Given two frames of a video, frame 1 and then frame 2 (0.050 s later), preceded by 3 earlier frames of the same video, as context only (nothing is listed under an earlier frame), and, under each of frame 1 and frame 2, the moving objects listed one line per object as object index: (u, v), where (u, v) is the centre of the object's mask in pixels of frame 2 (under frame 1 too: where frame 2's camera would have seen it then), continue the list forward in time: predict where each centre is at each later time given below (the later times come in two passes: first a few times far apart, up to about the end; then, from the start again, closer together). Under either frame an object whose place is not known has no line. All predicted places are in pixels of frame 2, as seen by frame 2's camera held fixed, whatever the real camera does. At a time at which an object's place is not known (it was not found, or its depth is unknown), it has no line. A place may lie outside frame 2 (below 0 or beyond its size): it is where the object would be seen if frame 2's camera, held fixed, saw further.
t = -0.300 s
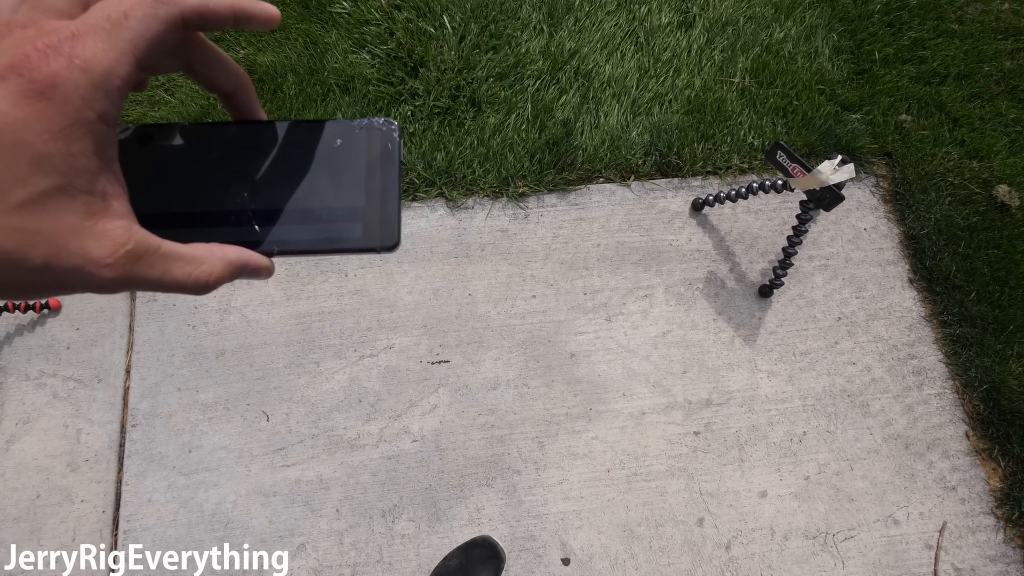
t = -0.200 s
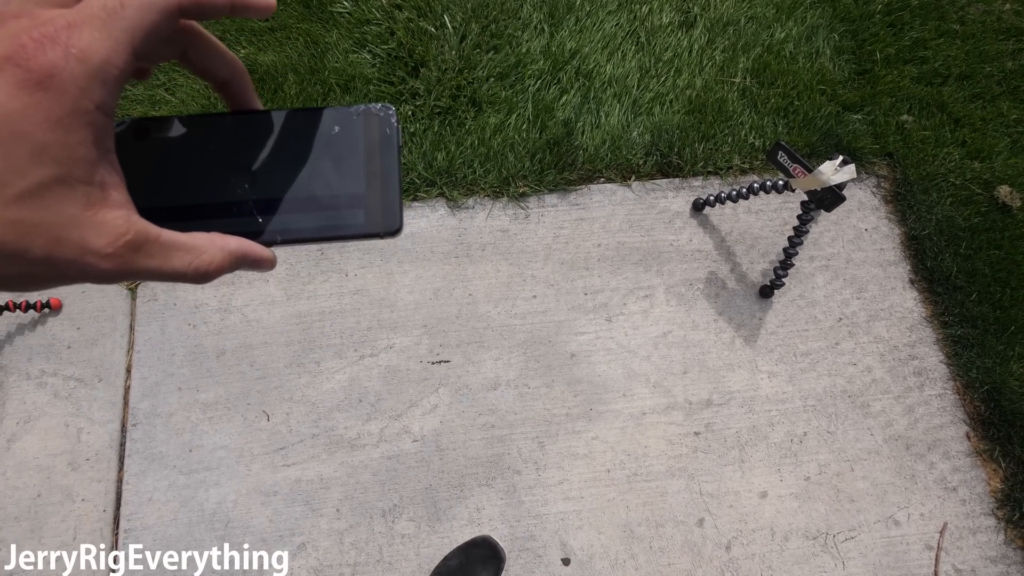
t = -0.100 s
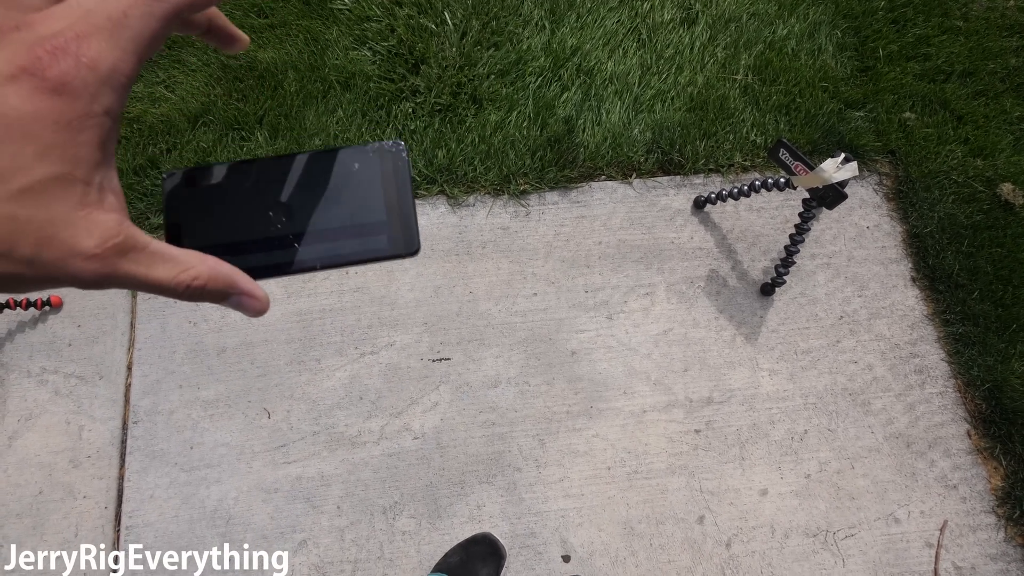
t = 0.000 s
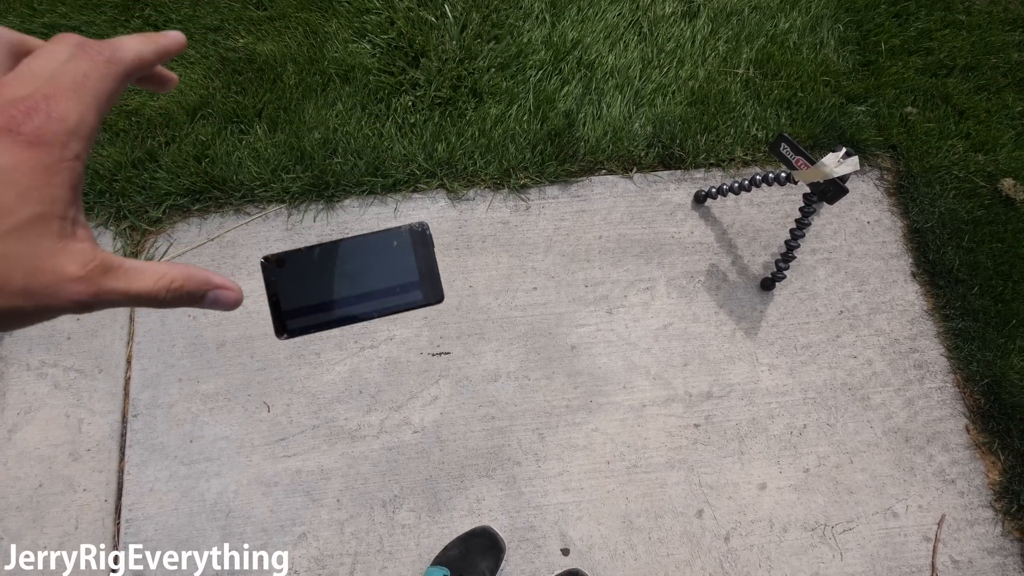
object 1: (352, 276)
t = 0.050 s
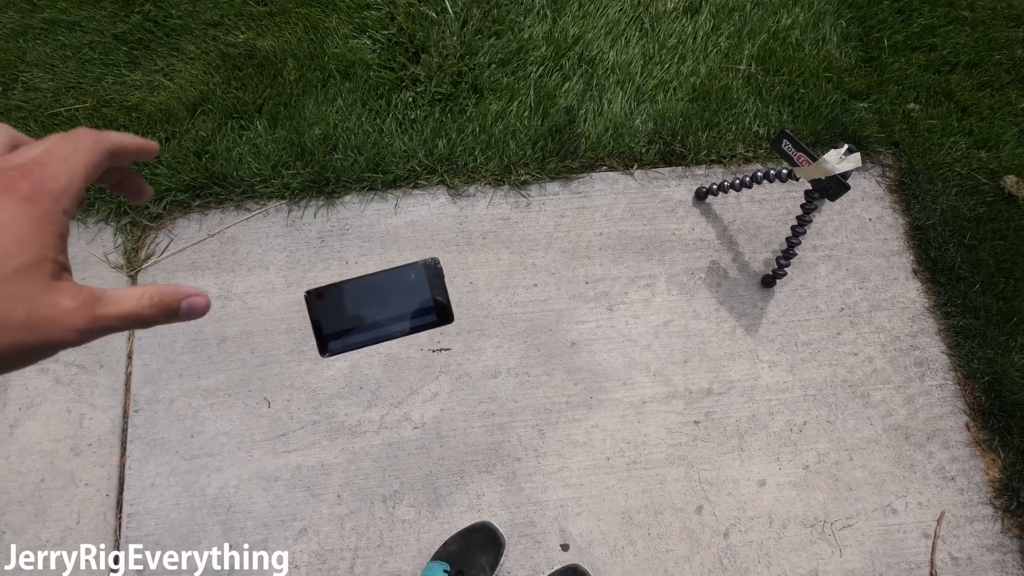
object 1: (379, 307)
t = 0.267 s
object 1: (437, 380)
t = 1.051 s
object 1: (434, 382)
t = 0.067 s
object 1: (387, 316)
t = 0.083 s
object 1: (394, 325)
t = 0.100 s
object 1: (400, 333)
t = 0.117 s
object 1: (406, 340)
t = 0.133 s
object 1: (412, 347)
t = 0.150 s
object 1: (417, 353)
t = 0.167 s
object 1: (422, 359)
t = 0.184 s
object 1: (426, 365)
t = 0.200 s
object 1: (431, 370)
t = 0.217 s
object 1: (434, 375)
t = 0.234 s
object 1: (438, 379)
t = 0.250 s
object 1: (438, 380)
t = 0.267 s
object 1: (437, 380)
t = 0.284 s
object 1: (436, 379)
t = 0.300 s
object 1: (436, 379)
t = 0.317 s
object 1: (435, 379)
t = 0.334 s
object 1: (435, 379)
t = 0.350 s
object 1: (435, 380)
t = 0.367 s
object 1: (434, 380)
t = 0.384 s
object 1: (434, 381)
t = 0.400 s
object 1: (434, 382)
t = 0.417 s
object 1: (434, 382)
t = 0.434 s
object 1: (434, 382)
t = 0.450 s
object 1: (434, 381)
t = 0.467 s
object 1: (434, 382)
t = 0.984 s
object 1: (434, 382)
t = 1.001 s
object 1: (434, 382)
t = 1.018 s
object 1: (434, 382)
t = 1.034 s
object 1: (434, 382)
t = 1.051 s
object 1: (434, 382)
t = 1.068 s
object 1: (434, 382)
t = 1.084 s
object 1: (434, 382)
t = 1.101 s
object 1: (434, 382)
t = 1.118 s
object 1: (434, 382)
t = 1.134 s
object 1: (435, 382)
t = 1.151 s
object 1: (435, 382)
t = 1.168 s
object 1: (435, 382)
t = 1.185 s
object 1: (435, 382)
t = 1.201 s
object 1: (435, 382)
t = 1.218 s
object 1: (435, 382)
